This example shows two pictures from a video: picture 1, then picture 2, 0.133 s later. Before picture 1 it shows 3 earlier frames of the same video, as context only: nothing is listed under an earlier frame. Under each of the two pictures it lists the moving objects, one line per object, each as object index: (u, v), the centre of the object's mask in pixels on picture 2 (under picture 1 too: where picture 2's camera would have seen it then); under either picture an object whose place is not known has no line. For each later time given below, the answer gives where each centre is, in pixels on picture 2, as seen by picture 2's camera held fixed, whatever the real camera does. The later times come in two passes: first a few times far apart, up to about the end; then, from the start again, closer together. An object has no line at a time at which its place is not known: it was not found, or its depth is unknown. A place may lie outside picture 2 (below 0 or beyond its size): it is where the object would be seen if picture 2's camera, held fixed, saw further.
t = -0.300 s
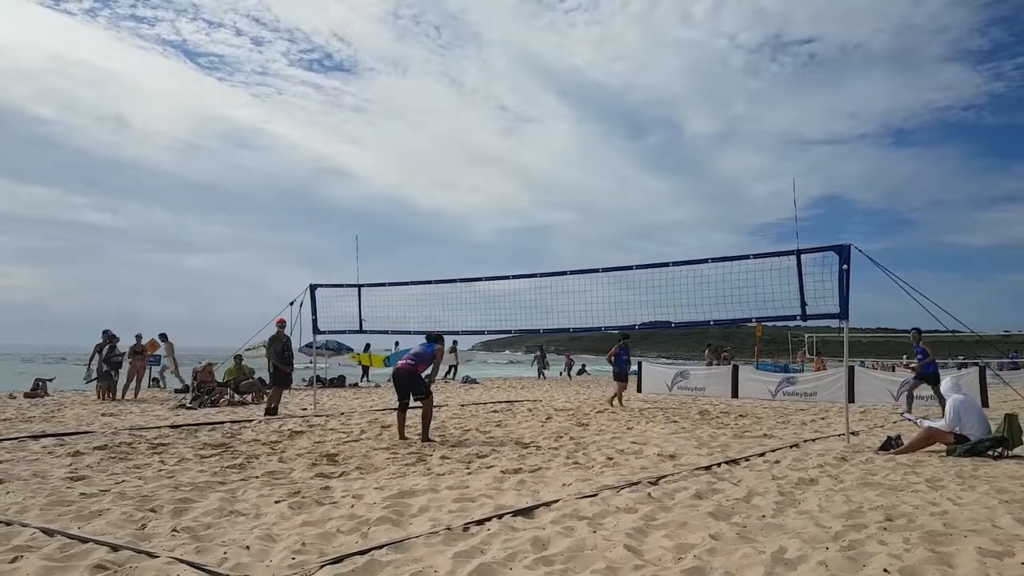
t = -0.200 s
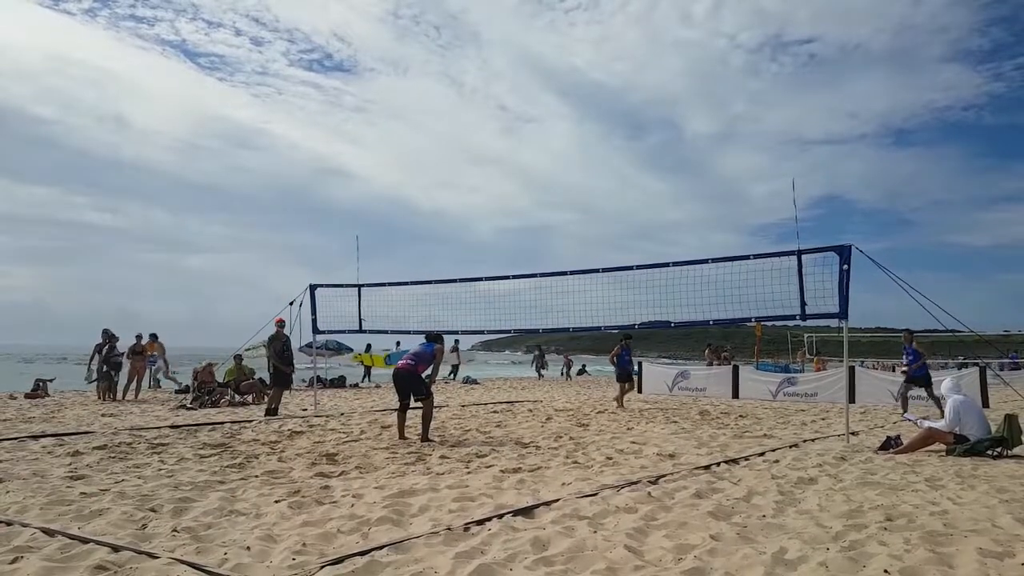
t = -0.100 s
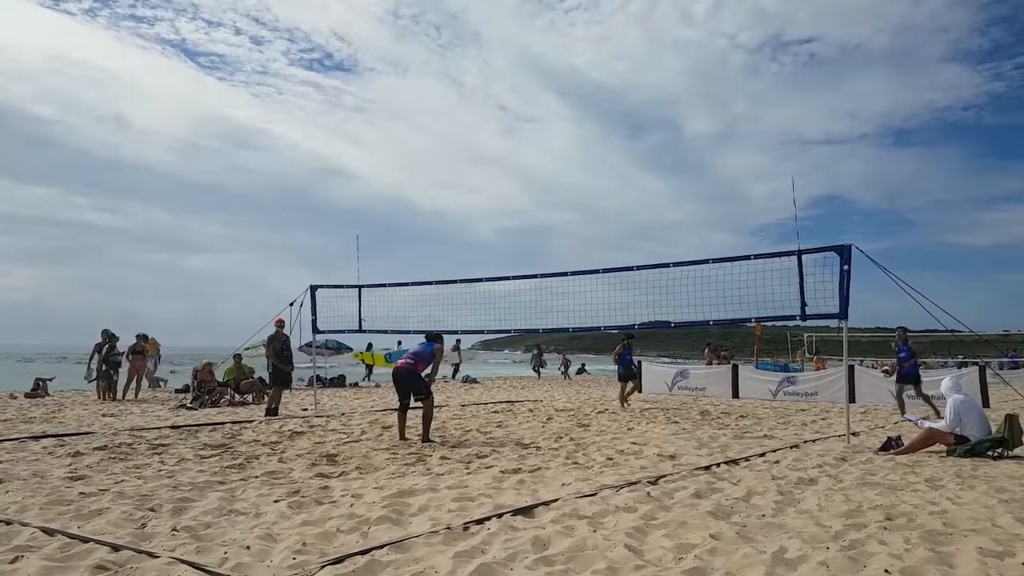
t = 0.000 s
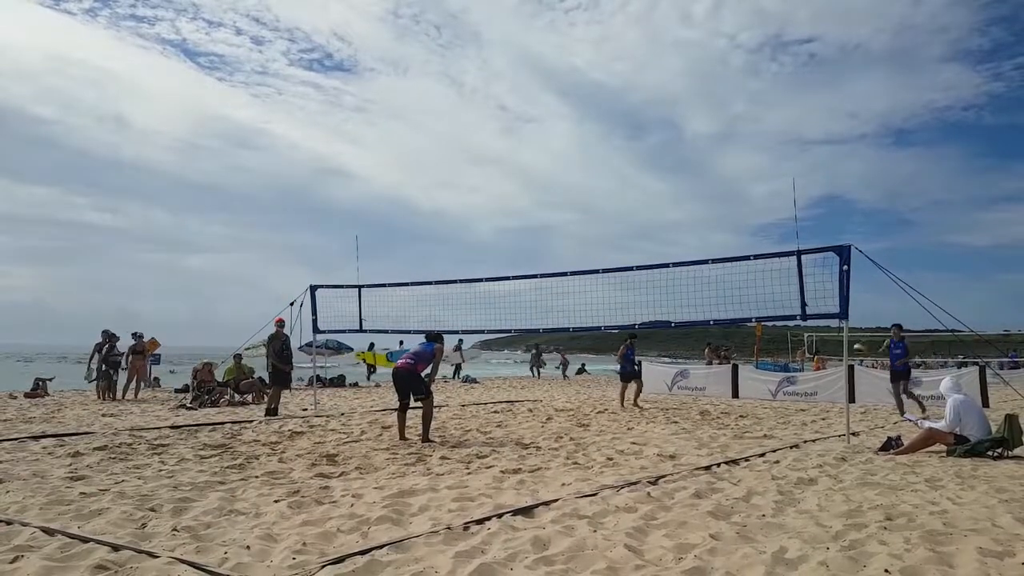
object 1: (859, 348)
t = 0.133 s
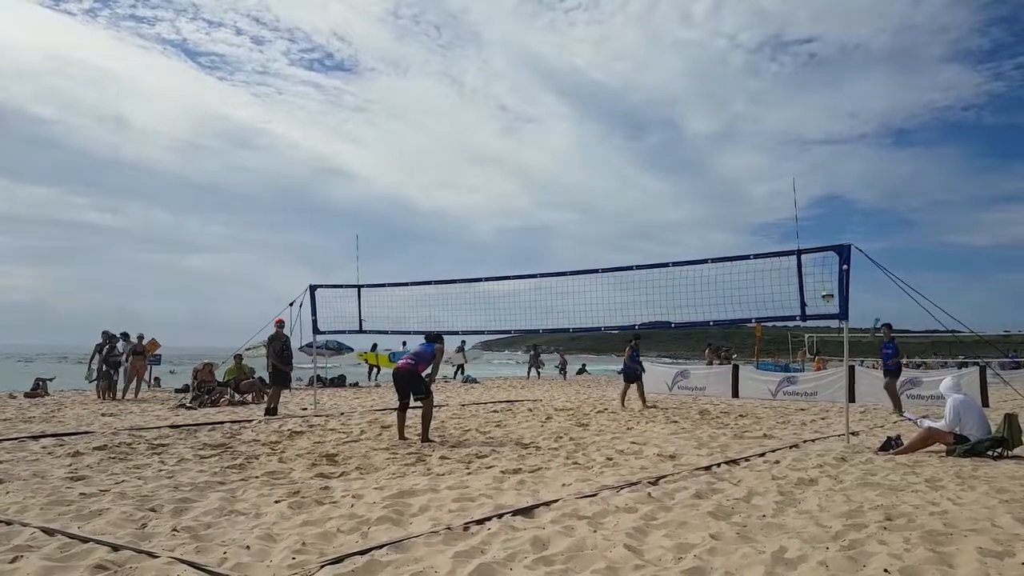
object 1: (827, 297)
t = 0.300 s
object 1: (785, 242)
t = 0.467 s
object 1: (738, 201)
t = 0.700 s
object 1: (671, 167)
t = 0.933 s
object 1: (601, 164)
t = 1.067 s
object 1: (557, 178)
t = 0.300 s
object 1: (785, 242)
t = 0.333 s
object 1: (775, 231)
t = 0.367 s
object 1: (767, 224)
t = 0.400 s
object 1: (757, 215)
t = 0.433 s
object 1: (747, 207)
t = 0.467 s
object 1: (738, 201)
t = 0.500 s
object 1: (730, 194)
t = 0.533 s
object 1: (719, 188)
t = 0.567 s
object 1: (711, 182)
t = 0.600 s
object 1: (701, 177)
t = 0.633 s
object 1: (690, 173)
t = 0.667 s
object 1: (682, 170)
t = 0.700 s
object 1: (671, 167)
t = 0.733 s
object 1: (663, 165)
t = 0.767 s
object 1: (652, 162)
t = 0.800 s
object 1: (642, 161)
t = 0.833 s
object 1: (631, 160)
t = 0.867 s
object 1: (621, 160)
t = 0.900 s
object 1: (610, 161)
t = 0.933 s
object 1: (601, 164)
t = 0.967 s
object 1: (589, 165)
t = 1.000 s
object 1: (579, 169)
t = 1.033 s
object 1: (568, 173)
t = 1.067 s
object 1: (557, 178)
